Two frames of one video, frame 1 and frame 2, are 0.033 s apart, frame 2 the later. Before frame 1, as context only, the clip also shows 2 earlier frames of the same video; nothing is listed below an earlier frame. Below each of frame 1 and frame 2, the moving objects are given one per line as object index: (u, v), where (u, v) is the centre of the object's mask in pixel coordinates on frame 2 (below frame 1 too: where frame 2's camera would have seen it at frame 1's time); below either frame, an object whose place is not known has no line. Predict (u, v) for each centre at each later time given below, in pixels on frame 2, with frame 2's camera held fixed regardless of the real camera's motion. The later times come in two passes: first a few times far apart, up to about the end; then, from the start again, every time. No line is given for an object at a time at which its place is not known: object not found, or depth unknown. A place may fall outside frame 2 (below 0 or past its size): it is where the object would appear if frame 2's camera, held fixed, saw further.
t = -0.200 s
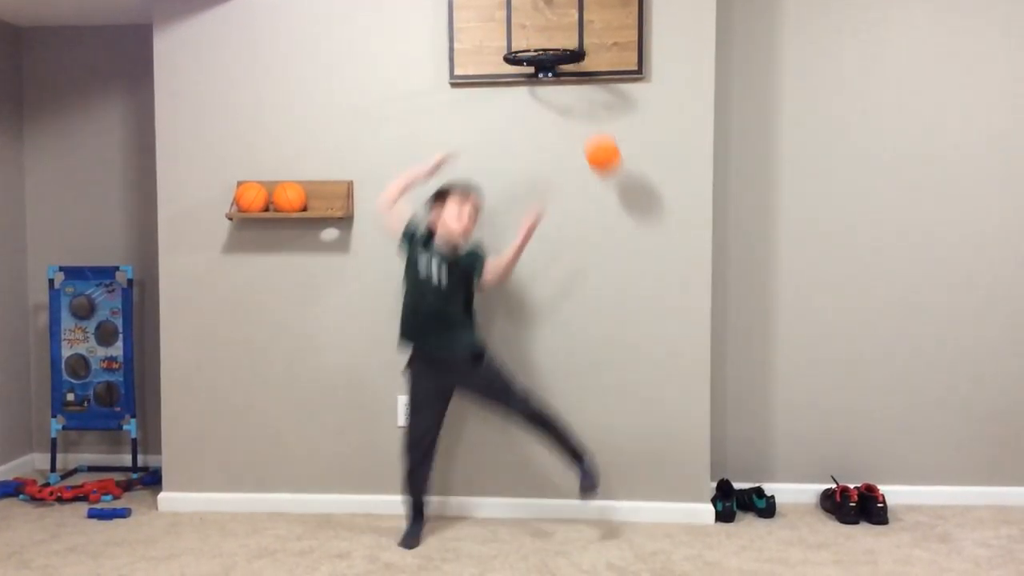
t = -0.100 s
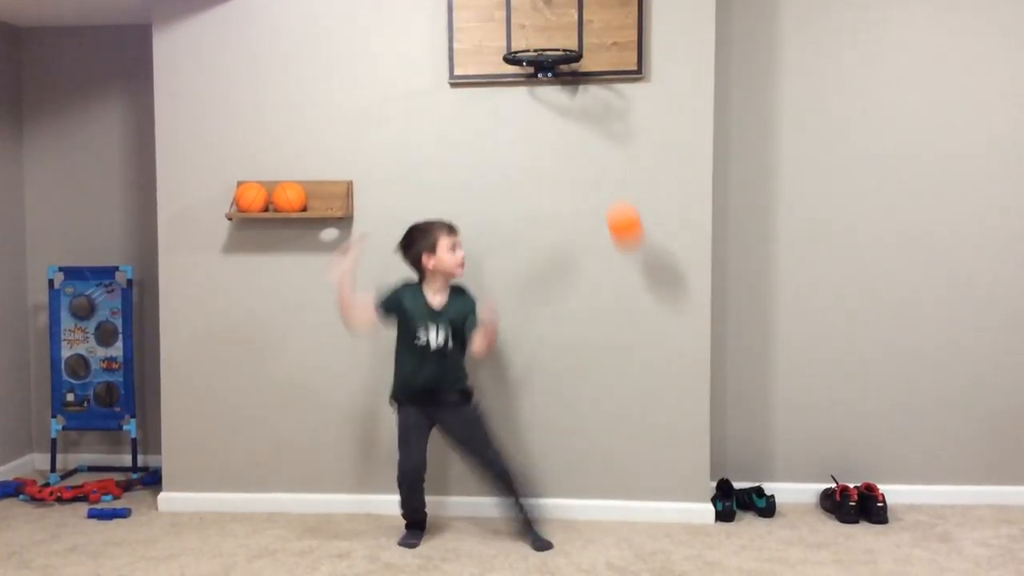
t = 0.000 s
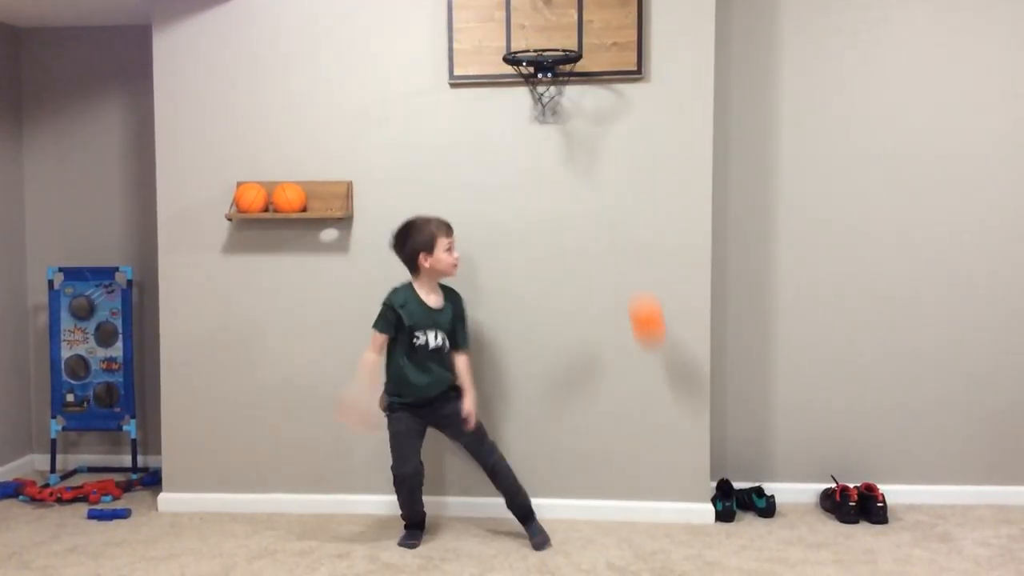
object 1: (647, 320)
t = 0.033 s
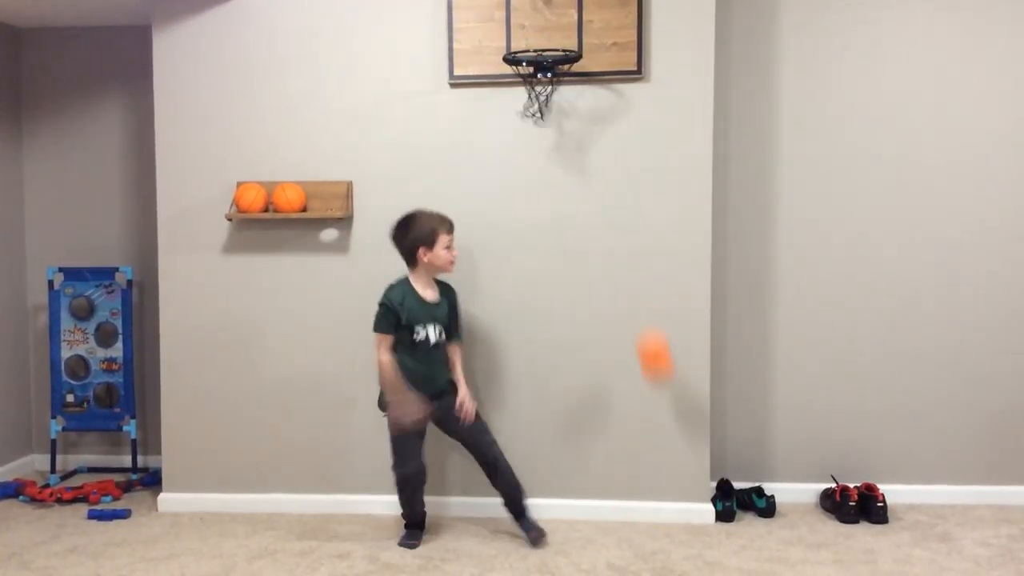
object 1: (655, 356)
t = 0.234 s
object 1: (673, 469)
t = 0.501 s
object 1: (632, 358)
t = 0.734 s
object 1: (597, 416)
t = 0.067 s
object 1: (662, 393)
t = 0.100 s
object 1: (669, 434)
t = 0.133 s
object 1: (676, 474)
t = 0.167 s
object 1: (682, 515)
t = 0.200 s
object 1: (679, 497)
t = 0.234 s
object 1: (673, 469)
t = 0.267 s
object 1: (668, 444)
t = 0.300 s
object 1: (663, 423)
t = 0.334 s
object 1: (658, 404)
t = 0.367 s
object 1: (653, 388)
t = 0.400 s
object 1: (648, 376)
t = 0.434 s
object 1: (643, 367)
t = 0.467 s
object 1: (637, 361)
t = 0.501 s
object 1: (632, 358)
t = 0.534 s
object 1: (628, 358)
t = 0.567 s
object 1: (623, 360)
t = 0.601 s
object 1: (618, 366)
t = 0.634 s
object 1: (613, 374)
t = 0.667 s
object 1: (608, 385)
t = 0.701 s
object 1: (603, 400)
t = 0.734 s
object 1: (597, 416)
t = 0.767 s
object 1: (593, 435)
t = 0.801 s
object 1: (587, 459)
